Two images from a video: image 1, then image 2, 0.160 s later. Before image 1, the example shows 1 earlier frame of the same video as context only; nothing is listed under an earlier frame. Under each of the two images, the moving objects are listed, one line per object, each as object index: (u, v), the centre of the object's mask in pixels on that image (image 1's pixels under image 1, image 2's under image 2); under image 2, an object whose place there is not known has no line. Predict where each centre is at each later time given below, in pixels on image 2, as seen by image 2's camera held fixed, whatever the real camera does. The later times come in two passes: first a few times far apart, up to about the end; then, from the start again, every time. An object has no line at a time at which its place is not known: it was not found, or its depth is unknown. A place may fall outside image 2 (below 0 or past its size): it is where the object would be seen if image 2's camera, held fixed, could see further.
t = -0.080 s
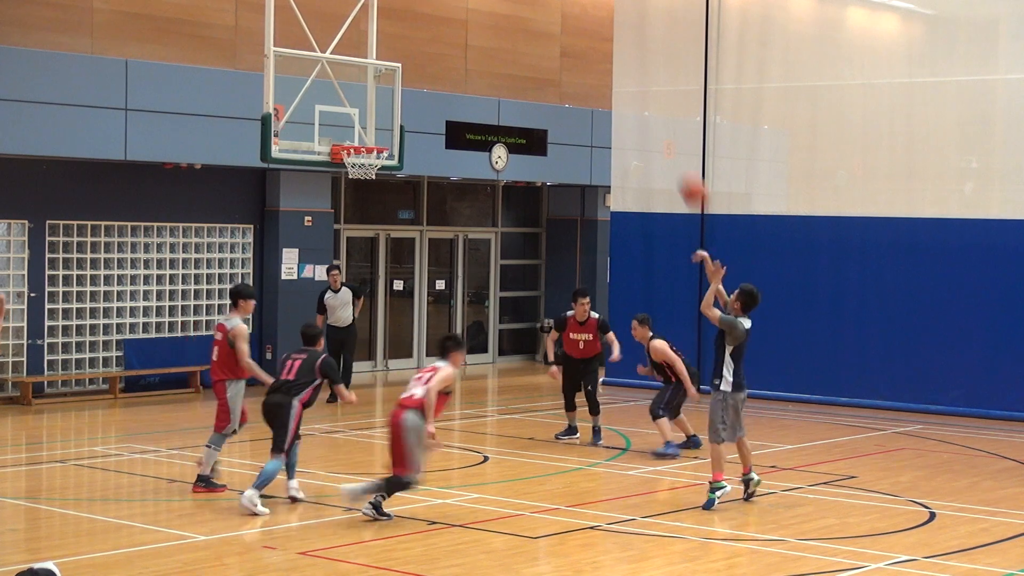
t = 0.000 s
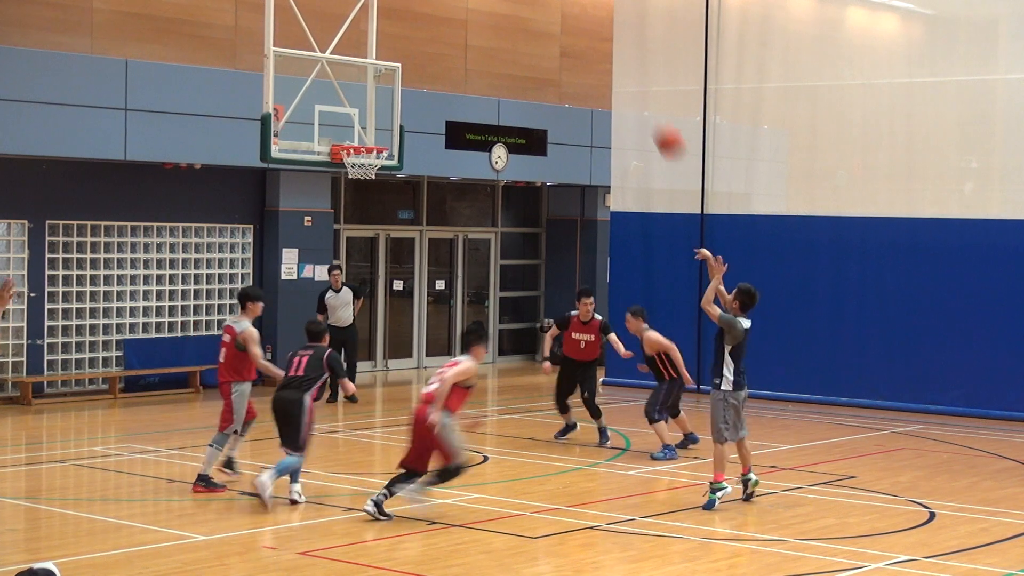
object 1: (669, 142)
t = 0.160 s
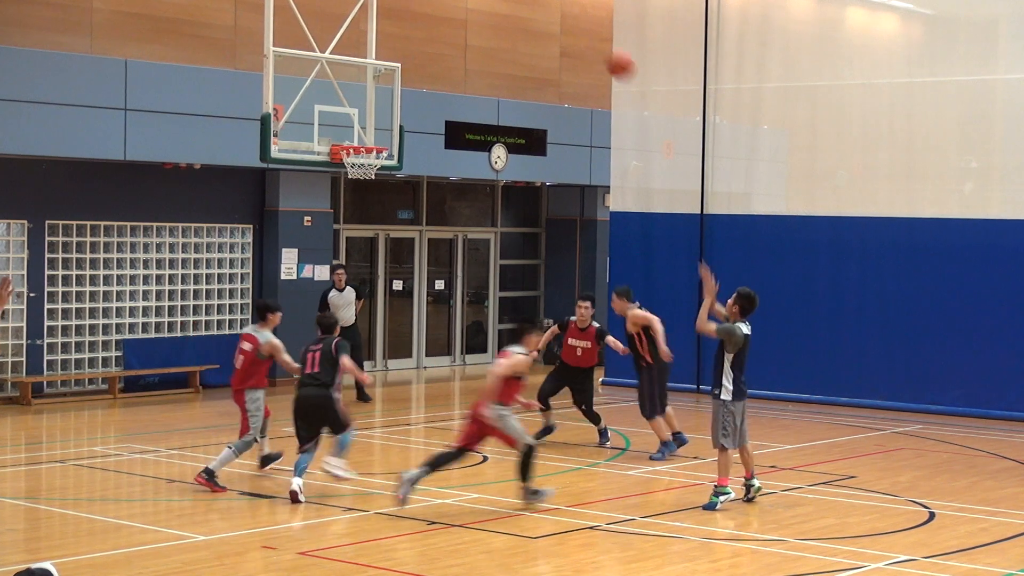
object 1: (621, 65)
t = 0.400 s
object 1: (551, 8)
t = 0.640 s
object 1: (487, 10)
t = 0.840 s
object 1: (435, 55)
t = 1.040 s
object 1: (385, 138)
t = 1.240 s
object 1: (447, 129)
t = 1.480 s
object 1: (526, 168)
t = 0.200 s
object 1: (609, 51)
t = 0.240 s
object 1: (597, 38)
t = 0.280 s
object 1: (586, 28)
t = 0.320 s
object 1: (574, 19)
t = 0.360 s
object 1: (562, 12)
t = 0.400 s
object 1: (551, 8)
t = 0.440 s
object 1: (541, 7)
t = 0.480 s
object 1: (531, 6)
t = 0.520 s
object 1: (519, 6)
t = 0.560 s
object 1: (508, 6)
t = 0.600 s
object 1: (498, 8)
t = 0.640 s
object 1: (487, 10)
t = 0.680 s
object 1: (476, 16)
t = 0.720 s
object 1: (465, 24)
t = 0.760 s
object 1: (455, 33)
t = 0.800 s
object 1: (445, 44)
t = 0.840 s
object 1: (435, 55)
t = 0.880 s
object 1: (425, 70)
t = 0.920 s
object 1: (415, 84)
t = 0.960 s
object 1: (405, 101)
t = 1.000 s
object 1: (394, 120)
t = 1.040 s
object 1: (385, 138)
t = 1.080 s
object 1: (395, 137)
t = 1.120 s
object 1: (408, 132)
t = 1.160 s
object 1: (420, 129)
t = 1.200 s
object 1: (433, 128)
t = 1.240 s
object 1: (447, 129)
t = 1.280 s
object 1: (459, 131)
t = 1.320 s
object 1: (472, 135)
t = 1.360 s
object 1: (484, 139)
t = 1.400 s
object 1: (498, 146)
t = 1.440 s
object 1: (514, 156)
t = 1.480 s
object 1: (526, 168)
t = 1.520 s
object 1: (540, 181)
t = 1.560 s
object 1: (554, 198)
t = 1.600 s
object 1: (568, 213)
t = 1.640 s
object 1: (582, 233)
